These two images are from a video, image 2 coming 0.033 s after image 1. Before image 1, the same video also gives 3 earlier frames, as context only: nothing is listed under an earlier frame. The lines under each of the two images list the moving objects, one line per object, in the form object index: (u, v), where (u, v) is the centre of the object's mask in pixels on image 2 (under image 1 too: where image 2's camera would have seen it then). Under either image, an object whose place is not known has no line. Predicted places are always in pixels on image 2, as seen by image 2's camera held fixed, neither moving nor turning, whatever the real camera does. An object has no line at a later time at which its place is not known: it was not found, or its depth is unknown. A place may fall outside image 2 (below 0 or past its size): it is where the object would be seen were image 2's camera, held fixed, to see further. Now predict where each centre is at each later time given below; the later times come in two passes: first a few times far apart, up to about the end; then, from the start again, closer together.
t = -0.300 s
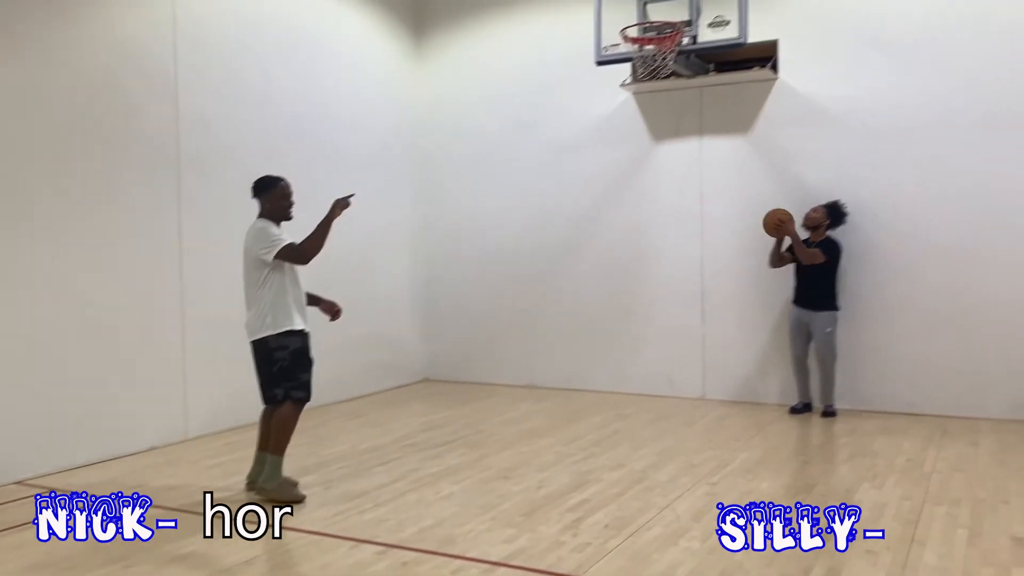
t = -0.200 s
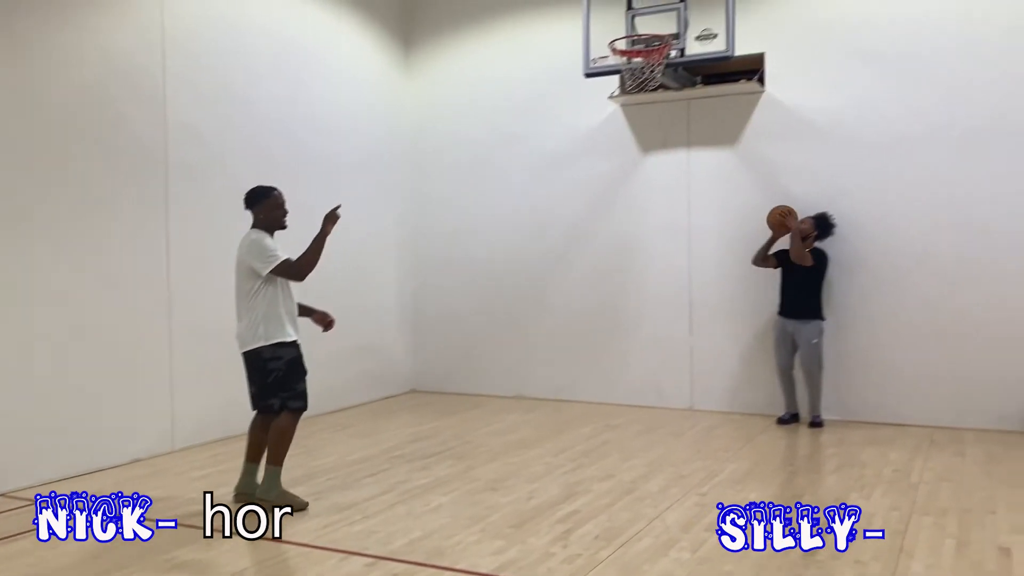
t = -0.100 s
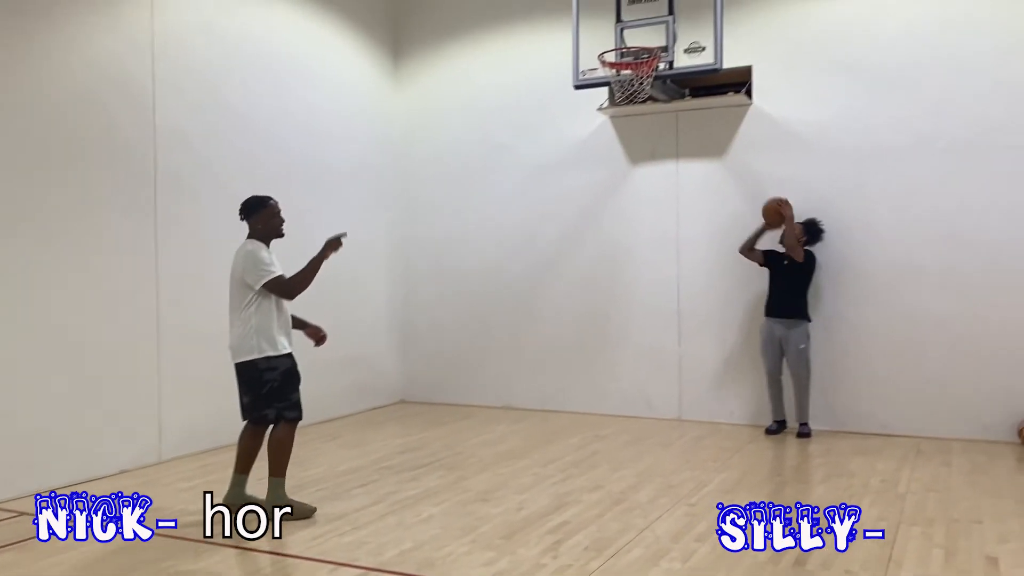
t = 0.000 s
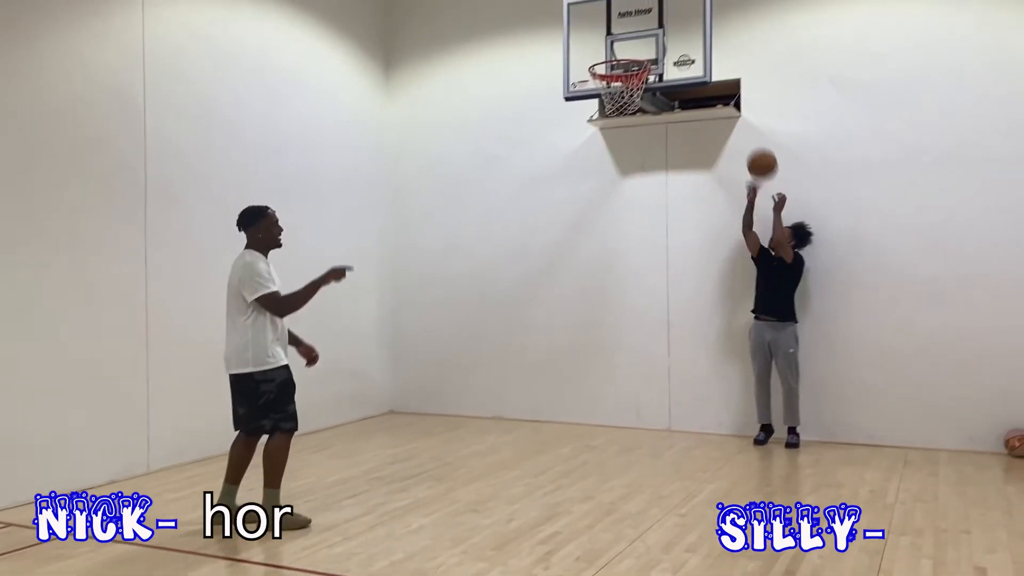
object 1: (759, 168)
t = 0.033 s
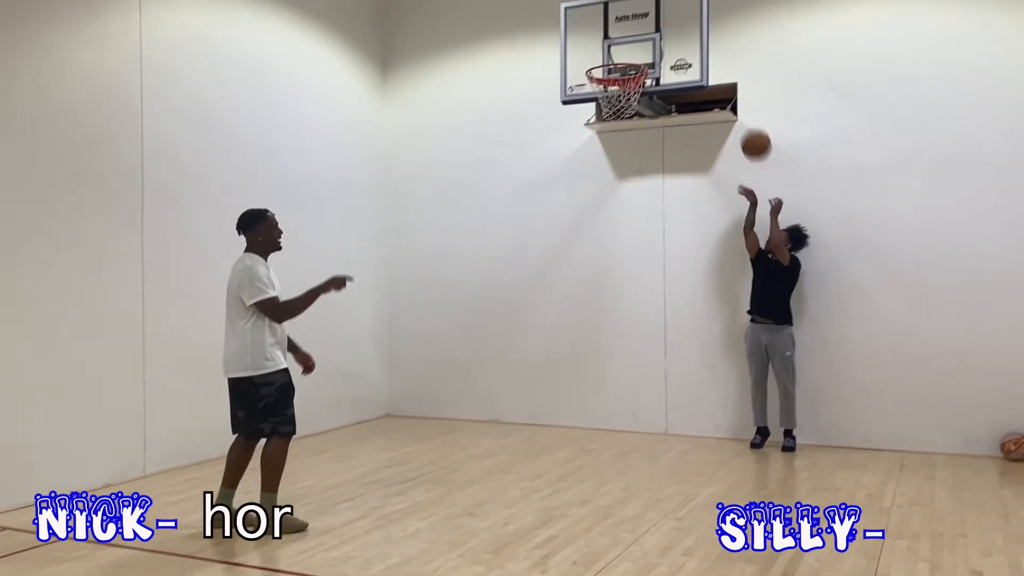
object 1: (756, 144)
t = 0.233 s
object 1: (739, 29)
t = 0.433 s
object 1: (722, -37)
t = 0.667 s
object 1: (703, -59)
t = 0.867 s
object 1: (687, -33)
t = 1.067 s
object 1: (678, -34)
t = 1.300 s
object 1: (666, 31)
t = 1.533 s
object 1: (654, 174)
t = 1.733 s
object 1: (644, 361)
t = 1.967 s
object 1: (632, 367)
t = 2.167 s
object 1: (622, 258)
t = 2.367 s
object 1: (612, 203)
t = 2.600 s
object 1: (600, 215)
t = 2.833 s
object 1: (588, 316)
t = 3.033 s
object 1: (580, 485)
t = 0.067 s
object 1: (753, 122)
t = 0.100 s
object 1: (751, 100)
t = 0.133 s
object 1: (748, 81)
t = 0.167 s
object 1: (745, 62)
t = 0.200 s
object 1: (742, 45)
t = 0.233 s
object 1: (739, 29)
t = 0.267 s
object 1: (736, 14)
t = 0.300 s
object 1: (733, 1)
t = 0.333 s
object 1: (731, -12)
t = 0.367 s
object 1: (728, -23)
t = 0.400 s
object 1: (725, -31)
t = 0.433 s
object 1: (722, -37)
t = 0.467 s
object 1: (719, -42)
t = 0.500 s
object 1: (716, -47)
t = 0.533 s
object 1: (714, -51)
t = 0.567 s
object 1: (711, -54)
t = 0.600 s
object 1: (709, -57)
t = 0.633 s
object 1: (706, -58)
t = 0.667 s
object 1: (703, -59)
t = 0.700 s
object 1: (700, -59)
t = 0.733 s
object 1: (697, -56)
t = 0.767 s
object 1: (694, -50)
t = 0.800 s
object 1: (691, -44)
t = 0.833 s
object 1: (688, -35)
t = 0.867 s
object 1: (687, -33)
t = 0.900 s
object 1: (685, -36)
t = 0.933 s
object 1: (683, -38)
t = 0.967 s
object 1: (682, -39)
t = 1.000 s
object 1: (681, -39)
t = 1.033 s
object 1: (679, -37)
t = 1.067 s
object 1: (678, -34)
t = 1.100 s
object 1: (675, -29)
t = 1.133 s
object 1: (674, -23)
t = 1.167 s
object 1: (672, -15)
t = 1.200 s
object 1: (671, -6)
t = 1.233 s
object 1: (669, 5)
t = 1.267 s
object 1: (668, 17)
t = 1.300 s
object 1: (666, 31)
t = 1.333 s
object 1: (664, 47)
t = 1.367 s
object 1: (662, 64)
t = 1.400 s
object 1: (661, 84)
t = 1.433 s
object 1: (660, 104)
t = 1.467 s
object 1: (658, 126)
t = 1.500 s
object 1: (656, 149)
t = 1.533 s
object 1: (654, 174)
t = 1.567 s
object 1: (652, 201)
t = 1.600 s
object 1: (650, 229)
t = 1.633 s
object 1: (649, 260)
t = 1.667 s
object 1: (647, 292)
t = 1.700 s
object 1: (645, 325)
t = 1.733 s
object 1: (644, 361)
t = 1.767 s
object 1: (642, 399)
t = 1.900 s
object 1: (636, 415)
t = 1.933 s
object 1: (634, 391)
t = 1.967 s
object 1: (632, 367)
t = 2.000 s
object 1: (631, 345)
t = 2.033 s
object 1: (629, 325)
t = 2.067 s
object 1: (627, 306)
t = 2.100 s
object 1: (626, 288)
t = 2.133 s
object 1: (624, 272)
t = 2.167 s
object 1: (622, 258)
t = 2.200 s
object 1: (621, 245)
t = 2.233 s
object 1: (619, 233)
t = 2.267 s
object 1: (617, 224)
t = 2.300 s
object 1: (616, 215)
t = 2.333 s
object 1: (614, 208)
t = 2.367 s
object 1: (612, 203)
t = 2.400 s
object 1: (611, 200)
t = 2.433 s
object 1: (609, 198)
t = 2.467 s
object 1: (607, 198)
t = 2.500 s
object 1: (605, 199)
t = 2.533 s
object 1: (604, 203)
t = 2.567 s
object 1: (602, 208)
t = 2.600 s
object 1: (600, 215)
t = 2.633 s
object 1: (598, 223)
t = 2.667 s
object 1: (597, 234)
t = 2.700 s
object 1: (595, 246)
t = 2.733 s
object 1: (593, 261)
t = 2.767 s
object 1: (591, 277)
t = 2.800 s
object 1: (589, 296)
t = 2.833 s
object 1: (588, 316)
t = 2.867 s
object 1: (586, 339)
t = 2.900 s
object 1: (585, 363)
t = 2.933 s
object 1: (583, 391)
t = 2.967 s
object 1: (583, 420)
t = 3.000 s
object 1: (581, 452)
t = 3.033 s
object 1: (580, 485)
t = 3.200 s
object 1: (566, 425)
